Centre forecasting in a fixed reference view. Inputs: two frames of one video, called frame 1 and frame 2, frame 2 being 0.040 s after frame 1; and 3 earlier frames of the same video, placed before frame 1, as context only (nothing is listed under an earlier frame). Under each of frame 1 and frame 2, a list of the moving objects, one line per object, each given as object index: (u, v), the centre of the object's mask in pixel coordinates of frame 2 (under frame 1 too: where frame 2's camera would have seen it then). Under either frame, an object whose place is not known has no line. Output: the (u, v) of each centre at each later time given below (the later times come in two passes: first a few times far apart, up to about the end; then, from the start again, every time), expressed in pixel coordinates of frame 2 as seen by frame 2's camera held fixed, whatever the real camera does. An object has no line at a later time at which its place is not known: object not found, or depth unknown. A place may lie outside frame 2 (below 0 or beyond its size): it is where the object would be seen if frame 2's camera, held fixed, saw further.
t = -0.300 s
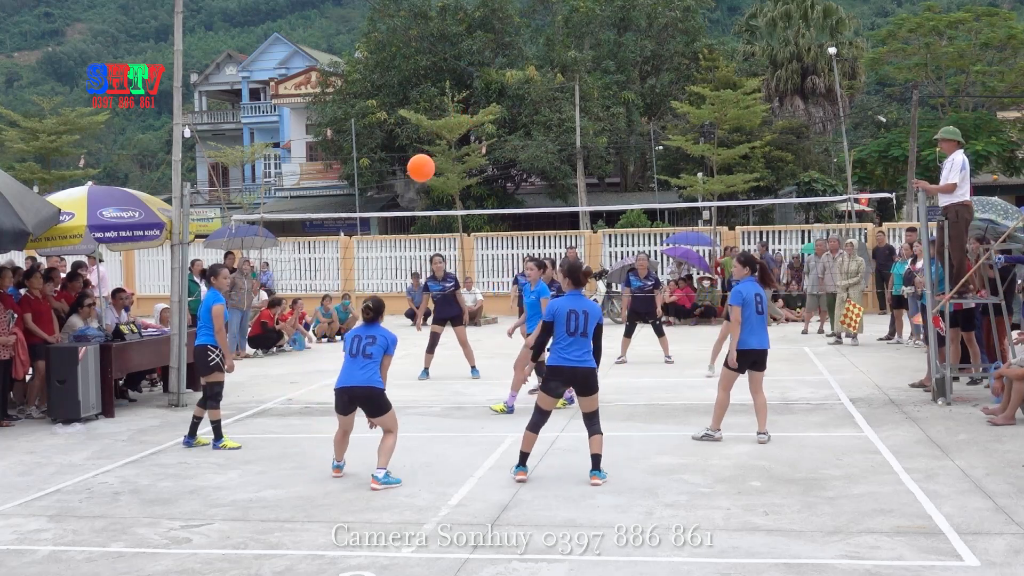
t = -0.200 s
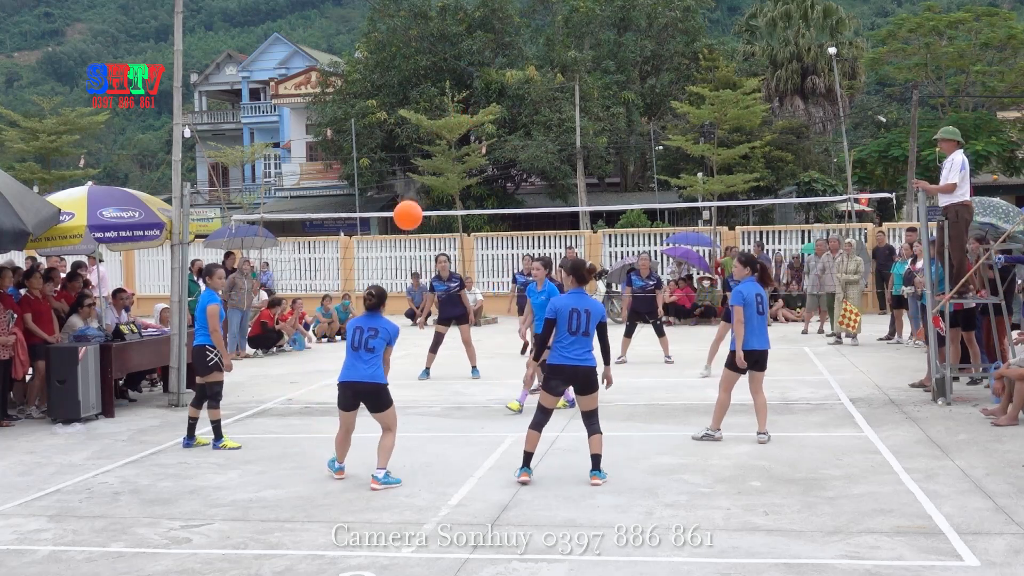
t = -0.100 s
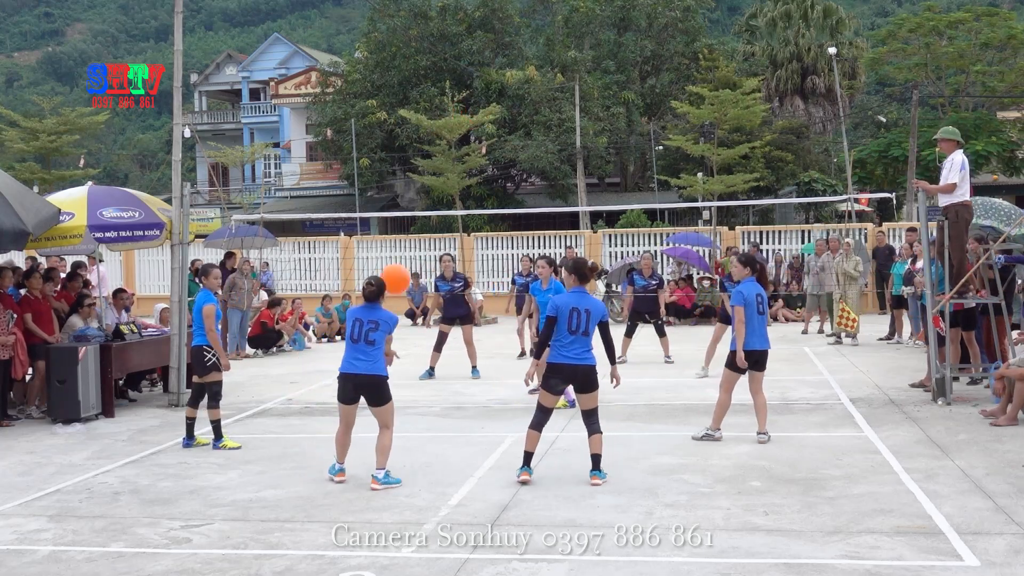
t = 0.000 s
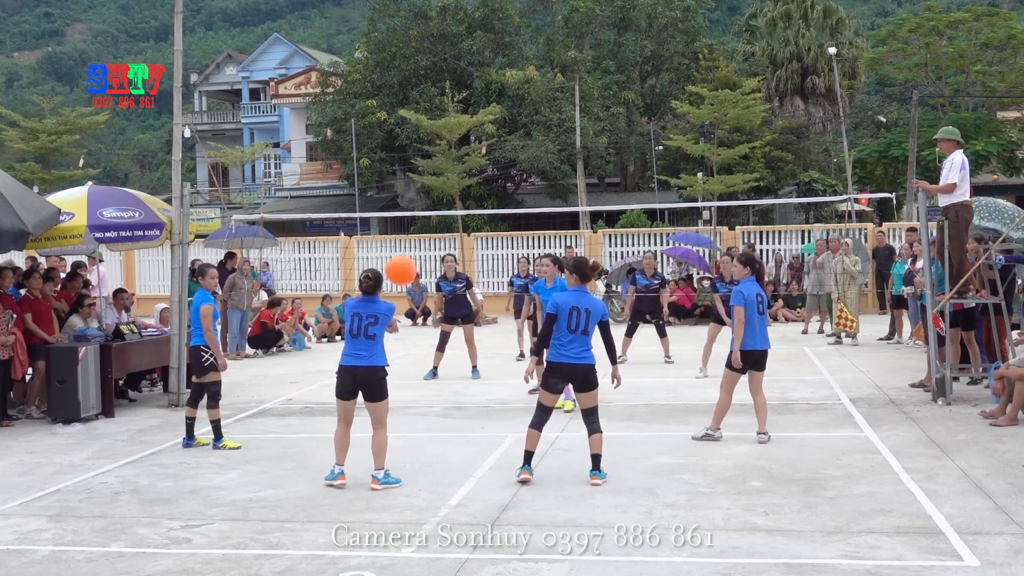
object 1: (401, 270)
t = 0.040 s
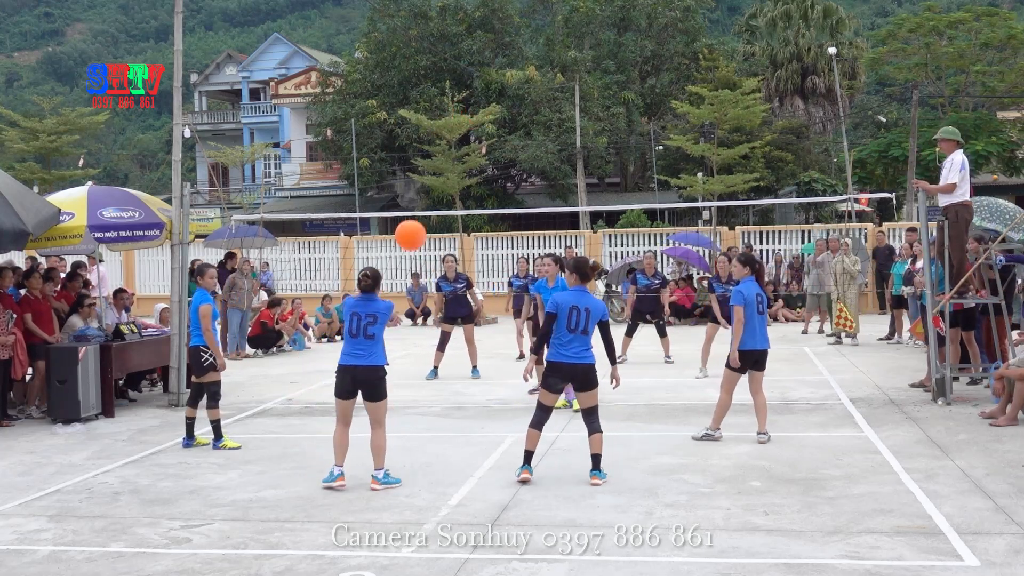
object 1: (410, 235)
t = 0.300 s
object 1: (465, 72)
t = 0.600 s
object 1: (518, 9)
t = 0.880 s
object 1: (562, 43)
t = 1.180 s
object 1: (606, 174)
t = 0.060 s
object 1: (415, 219)
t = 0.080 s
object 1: (420, 203)
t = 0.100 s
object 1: (425, 188)
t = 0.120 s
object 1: (429, 174)
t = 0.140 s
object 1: (434, 160)
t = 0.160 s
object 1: (438, 147)
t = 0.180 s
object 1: (442, 134)
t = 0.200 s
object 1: (446, 123)
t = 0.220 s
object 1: (450, 111)
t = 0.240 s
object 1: (454, 101)
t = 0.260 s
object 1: (458, 91)
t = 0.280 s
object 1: (462, 81)
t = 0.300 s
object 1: (465, 72)
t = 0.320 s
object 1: (469, 64)
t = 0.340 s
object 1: (473, 57)
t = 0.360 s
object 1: (476, 49)
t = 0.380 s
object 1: (480, 43)
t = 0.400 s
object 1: (484, 37)
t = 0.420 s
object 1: (487, 31)
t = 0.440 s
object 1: (491, 27)
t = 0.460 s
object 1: (494, 22)
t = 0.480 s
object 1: (498, 18)
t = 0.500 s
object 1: (501, 15)
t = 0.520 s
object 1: (505, 13)
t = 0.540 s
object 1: (508, 11)
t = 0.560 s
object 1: (511, 10)
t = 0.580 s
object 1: (515, 10)
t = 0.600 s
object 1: (518, 9)
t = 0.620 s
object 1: (521, 9)
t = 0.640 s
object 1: (525, 9)
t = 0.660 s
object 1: (528, 9)
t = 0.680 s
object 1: (531, 10)
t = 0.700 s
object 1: (534, 11)
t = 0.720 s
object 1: (538, 12)
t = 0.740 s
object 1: (541, 13)
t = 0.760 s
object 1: (544, 16)
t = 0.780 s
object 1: (547, 19)
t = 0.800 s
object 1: (550, 23)
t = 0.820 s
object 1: (553, 27)
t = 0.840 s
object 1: (556, 32)
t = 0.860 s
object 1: (559, 37)
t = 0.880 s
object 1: (562, 43)
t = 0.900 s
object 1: (565, 49)
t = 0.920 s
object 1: (569, 55)
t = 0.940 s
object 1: (572, 62)
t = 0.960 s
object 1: (575, 69)
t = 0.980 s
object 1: (578, 77)
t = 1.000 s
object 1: (581, 85)
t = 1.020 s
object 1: (584, 93)
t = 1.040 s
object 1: (587, 102)
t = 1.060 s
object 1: (589, 111)
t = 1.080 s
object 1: (592, 121)
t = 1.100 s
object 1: (595, 131)
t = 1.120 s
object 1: (598, 141)
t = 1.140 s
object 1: (601, 152)
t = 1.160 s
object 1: (604, 163)
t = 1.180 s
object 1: (606, 174)
